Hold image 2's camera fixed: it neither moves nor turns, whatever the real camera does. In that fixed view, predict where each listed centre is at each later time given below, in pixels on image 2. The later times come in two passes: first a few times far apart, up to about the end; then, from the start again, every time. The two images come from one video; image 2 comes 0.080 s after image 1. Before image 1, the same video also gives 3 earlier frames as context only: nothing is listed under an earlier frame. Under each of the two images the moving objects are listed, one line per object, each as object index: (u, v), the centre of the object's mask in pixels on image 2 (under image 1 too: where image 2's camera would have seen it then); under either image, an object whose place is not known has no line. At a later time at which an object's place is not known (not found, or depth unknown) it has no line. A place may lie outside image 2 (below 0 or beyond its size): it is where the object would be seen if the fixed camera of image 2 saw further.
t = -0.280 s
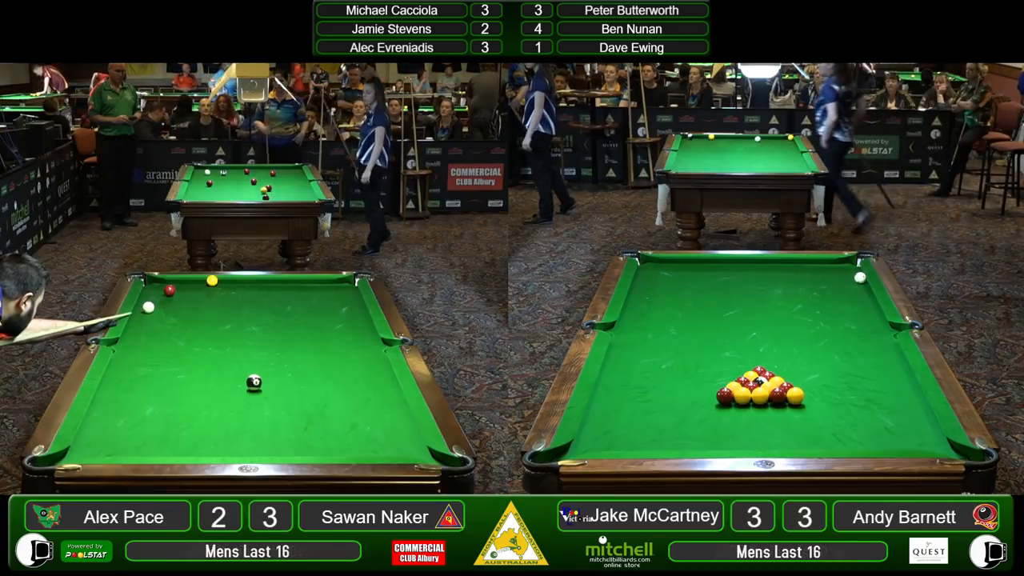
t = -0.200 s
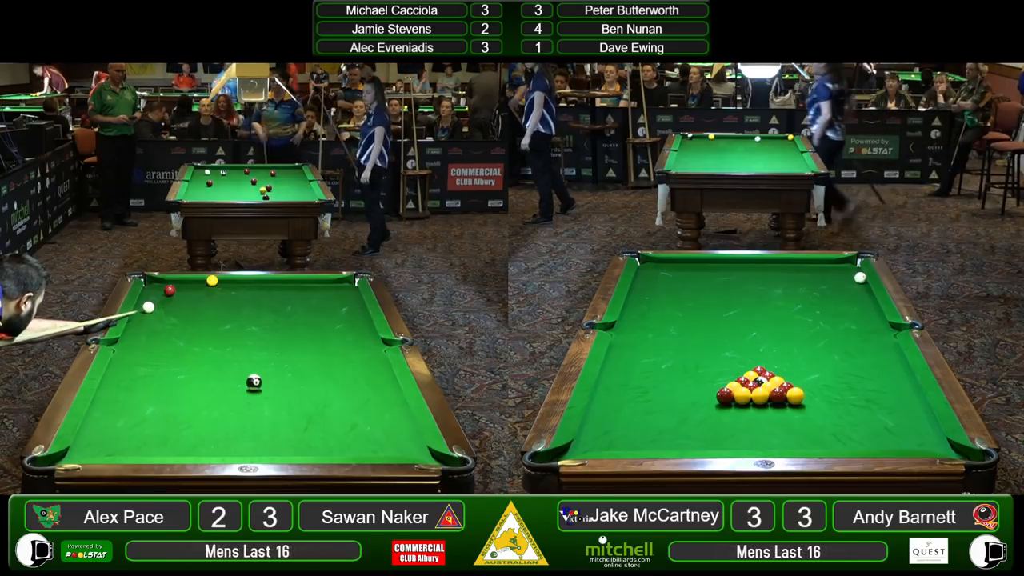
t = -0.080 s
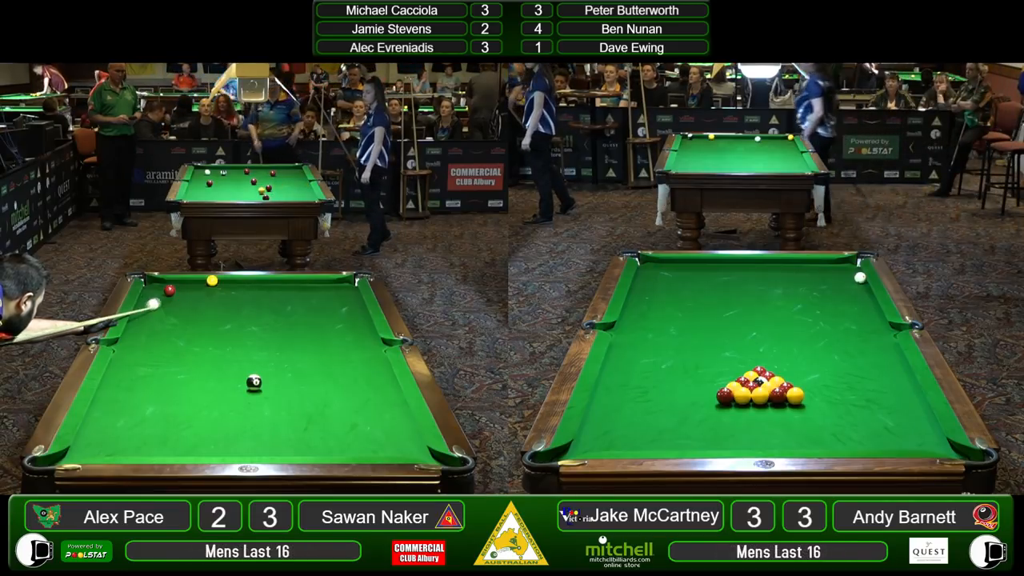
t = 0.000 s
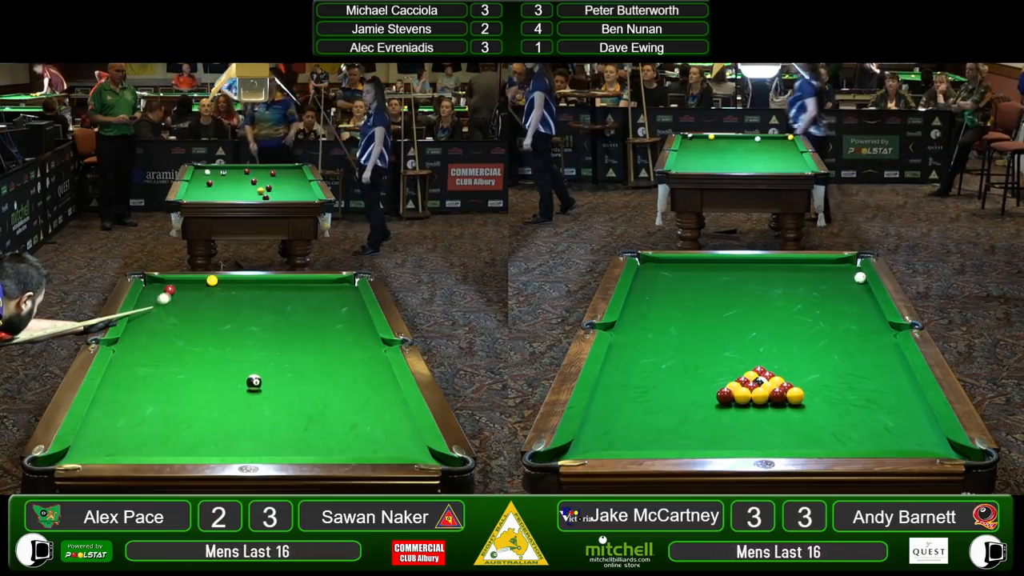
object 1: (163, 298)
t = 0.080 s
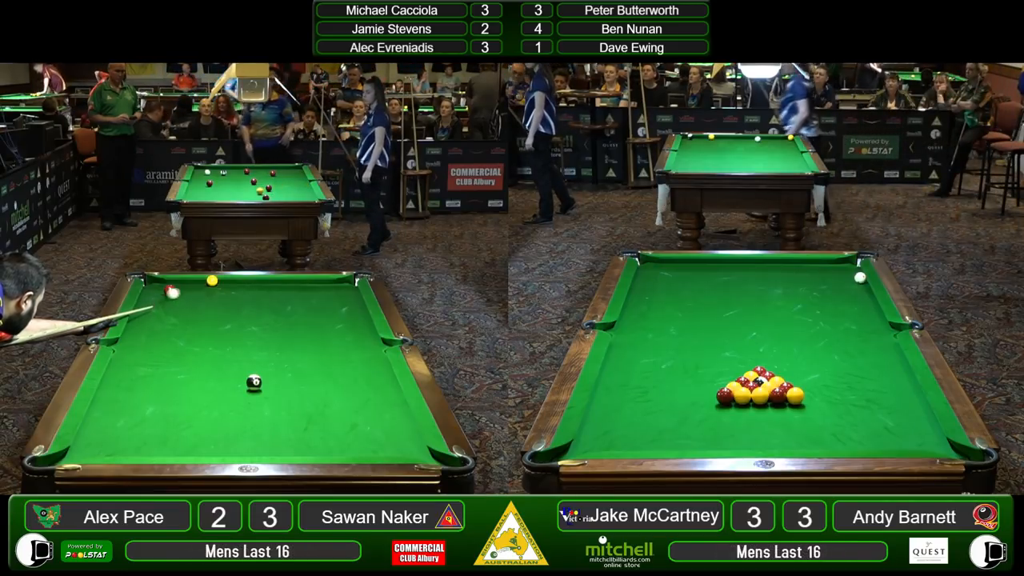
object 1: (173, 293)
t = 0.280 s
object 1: (202, 289)
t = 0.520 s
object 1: (234, 284)
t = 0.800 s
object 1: (269, 281)
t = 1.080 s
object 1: (301, 285)
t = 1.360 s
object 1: (333, 288)
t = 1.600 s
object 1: (351, 291)
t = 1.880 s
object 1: (335, 294)
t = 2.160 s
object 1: (319, 298)
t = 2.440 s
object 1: (305, 301)
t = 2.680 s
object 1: (294, 303)
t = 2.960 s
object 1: (282, 306)
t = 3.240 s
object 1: (272, 308)
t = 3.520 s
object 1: (263, 310)
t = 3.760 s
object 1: (257, 311)
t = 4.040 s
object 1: (251, 312)
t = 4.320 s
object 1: (247, 313)
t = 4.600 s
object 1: (245, 314)
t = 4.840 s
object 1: (245, 314)
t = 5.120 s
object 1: (245, 314)
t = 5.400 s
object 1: (245, 314)
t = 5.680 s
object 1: (245, 314)
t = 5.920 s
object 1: (245, 314)
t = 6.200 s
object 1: (245, 314)
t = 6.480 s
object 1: (245, 314)
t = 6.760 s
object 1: (245, 314)
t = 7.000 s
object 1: (245, 314)
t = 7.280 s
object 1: (245, 314)
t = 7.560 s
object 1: (245, 314)
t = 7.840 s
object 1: (245, 314)
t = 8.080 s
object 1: (245, 314)
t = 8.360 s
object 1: (245, 314)
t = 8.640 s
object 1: (245, 314)
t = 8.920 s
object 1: (245, 314)
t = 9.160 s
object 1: (245, 314)
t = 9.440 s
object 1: (244, 314)
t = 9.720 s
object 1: (245, 314)
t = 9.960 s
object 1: (245, 314)
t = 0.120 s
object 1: (179, 292)
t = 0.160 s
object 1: (185, 291)
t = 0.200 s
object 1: (191, 290)
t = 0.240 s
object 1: (196, 289)
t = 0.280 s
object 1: (202, 289)
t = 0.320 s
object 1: (207, 288)
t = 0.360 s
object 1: (213, 287)
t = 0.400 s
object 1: (219, 286)
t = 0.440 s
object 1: (224, 286)
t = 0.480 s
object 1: (229, 285)
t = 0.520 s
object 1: (234, 284)
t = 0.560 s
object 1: (240, 283)
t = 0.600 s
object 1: (245, 282)
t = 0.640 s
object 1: (250, 281)
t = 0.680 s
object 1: (255, 281)
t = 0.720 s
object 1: (260, 280)
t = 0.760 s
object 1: (264, 281)
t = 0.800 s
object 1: (269, 281)
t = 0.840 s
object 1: (274, 282)
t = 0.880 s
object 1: (278, 282)
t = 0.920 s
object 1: (283, 283)
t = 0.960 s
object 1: (288, 283)
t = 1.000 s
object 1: (292, 284)
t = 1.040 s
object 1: (297, 284)
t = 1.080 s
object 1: (301, 285)
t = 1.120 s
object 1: (306, 285)
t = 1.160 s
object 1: (311, 285)
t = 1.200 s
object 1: (315, 286)
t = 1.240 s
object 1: (320, 286)
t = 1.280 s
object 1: (324, 287)
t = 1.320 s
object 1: (328, 287)
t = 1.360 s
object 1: (333, 288)
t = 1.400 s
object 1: (337, 288)
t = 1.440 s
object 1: (342, 289)
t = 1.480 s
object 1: (346, 289)
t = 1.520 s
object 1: (350, 290)
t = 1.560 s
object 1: (353, 290)
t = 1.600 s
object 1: (351, 291)
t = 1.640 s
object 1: (349, 291)
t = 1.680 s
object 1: (347, 292)
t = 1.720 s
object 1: (344, 292)
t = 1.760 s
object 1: (342, 293)
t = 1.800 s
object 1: (339, 293)
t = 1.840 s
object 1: (337, 294)
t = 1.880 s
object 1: (335, 294)
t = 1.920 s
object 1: (332, 295)
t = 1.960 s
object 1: (330, 295)
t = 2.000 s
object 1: (328, 296)
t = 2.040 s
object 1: (326, 296)
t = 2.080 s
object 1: (324, 297)
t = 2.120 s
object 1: (321, 297)
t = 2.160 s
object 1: (319, 298)
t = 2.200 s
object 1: (317, 298)
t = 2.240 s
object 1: (315, 299)
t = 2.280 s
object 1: (313, 299)
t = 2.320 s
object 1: (311, 299)
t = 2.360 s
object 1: (309, 300)
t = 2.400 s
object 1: (307, 300)
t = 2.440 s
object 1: (305, 301)
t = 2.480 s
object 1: (303, 301)
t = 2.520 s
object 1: (301, 301)
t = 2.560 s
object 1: (299, 302)
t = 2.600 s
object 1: (297, 302)
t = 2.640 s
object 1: (296, 303)
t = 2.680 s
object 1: (294, 303)
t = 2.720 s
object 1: (292, 303)
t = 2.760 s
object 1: (290, 304)
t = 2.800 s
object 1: (289, 304)
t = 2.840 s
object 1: (287, 304)
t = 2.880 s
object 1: (285, 305)
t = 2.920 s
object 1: (284, 305)
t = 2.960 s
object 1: (282, 306)
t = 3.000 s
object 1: (280, 306)
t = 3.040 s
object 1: (279, 306)
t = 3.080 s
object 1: (277, 307)
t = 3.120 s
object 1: (276, 307)
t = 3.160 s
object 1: (275, 307)
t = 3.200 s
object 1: (273, 308)
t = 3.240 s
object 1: (272, 308)
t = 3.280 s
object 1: (270, 308)
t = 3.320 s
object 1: (269, 308)
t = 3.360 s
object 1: (268, 309)
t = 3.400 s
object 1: (266, 309)
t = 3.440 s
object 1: (265, 309)
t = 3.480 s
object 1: (264, 309)
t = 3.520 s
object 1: (263, 310)
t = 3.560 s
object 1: (262, 310)
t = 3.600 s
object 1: (261, 310)
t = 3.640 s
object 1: (260, 310)
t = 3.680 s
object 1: (259, 311)
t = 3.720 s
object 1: (258, 311)
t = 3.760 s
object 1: (257, 311)
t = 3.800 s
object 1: (256, 311)
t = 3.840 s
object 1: (255, 311)
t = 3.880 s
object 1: (254, 312)
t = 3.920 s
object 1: (253, 312)
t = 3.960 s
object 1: (253, 312)
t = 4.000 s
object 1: (252, 312)
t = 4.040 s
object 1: (251, 312)
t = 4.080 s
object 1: (250, 312)
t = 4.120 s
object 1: (250, 312)
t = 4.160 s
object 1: (249, 313)
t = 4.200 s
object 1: (249, 313)
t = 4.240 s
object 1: (248, 313)
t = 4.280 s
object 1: (248, 313)
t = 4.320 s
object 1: (247, 313)
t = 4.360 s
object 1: (247, 313)
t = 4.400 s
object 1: (247, 313)
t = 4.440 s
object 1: (246, 313)
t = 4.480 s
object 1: (246, 313)
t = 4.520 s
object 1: (246, 314)
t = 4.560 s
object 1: (245, 314)
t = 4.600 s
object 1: (245, 314)
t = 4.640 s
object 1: (245, 314)
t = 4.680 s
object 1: (245, 314)
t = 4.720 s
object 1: (245, 314)
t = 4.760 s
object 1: (245, 314)
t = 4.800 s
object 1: (245, 314)
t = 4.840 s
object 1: (245, 314)
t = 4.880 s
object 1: (245, 314)
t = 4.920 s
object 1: (245, 314)
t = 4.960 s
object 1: (245, 314)
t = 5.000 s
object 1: (245, 314)
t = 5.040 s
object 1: (245, 314)
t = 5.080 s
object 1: (245, 314)
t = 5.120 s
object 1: (245, 314)
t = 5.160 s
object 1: (245, 314)
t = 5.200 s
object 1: (245, 314)
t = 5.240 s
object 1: (245, 314)
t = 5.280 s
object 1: (245, 314)
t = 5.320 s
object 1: (245, 314)
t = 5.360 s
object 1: (245, 314)
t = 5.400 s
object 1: (245, 314)
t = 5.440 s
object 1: (245, 314)
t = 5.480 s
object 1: (245, 314)
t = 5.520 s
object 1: (245, 314)
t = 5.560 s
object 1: (245, 314)
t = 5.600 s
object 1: (245, 314)
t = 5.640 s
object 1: (245, 314)
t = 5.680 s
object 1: (245, 314)
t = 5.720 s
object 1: (245, 314)
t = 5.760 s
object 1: (245, 314)
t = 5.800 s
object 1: (245, 314)
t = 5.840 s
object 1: (245, 314)
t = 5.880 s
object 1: (245, 314)
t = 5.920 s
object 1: (245, 314)
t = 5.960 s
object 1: (245, 314)
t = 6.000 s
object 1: (245, 314)
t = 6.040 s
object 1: (245, 314)
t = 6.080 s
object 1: (245, 314)
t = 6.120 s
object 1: (245, 314)
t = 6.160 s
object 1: (245, 314)
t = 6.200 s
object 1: (245, 314)
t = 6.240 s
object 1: (245, 314)
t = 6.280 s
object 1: (245, 314)
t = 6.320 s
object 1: (245, 314)
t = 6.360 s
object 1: (245, 314)
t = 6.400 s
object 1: (245, 314)
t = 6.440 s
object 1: (245, 314)
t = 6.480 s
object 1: (245, 314)
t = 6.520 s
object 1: (245, 314)
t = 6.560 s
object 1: (245, 314)
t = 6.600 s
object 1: (245, 314)
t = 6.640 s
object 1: (245, 314)
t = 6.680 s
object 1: (245, 314)
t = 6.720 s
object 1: (245, 314)
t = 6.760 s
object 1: (245, 314)
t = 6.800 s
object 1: (245, 314)
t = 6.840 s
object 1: (245, 314)
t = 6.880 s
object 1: (245, 314)
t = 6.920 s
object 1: (245, 314)
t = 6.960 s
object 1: (245, 314)
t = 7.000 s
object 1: (245, 314)
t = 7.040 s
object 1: (245, 314)
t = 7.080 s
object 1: (245, 314)
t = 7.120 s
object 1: (245, 314)
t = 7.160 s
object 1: (245, 314)
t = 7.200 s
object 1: (245, 314)
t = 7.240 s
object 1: (245, 314)
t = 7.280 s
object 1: (245, 314)
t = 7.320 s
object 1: (245, 314)
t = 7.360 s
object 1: (245, 314)
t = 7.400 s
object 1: (245, 314)
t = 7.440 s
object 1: (245, 314)
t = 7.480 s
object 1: (245, 314)
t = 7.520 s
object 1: (245, 314)
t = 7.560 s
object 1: (245, 314)
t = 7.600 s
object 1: (245, 314)
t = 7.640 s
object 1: (245, 314)
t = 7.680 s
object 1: (245, 314)
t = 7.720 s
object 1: (245, 314)
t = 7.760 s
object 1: (245, 314)
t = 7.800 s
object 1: (245, 314)
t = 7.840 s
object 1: (245, 314)
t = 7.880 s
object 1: (245, 314)
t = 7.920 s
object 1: (245, 314)
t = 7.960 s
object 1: (245, 314)
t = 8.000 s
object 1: (245, 314)
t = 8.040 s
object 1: (245, 314)
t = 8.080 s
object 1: (245, 314)
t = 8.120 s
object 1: (245, 314)
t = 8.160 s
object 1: (245, 314)
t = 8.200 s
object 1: (245, 314)
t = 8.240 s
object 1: (245, 314)
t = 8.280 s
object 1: (245, 314)
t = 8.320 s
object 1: (245, 314)
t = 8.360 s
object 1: (245, 314)
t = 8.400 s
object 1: (245, 314)
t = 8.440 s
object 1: (245, 314)
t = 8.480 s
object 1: (245, 314)
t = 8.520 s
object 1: (245, 314)
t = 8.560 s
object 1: (245, 314)
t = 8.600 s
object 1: (245, 314)
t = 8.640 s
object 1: (245, 314)
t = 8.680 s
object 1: (245, 314)
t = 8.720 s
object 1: (245, 314)
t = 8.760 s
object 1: (245, 314)
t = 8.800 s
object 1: (245, 314)
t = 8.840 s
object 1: (245, 314)
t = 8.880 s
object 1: (245, 314)
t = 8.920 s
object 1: (245, 314)
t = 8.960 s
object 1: (245, 314)
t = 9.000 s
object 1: (245, 314)
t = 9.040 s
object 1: (245, 314)
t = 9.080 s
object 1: (245, 314)
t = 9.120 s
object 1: (245, 314)
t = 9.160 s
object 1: (245, 314)
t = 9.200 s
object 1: (245, 314)
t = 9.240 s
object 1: (244, 314)
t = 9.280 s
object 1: (245, 314)
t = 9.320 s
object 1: (244, 314)
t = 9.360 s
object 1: (244, 314)
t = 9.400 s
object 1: (244, 314)
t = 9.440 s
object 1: (244, 314)
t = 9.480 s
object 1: (244, 314)
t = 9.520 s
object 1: (244, 314)
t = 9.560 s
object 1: (245, 314)
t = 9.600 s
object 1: (244, 314)
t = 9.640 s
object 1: (245, 314)
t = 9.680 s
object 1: (245, 314)
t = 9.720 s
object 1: (245, 314)
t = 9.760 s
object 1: (245, 314)
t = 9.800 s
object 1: (245, 314)
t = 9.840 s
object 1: (245, 314)
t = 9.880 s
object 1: (245, 314)
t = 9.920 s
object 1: (245, 314)
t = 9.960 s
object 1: (245, 314)
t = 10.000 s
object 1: (245, 314)
